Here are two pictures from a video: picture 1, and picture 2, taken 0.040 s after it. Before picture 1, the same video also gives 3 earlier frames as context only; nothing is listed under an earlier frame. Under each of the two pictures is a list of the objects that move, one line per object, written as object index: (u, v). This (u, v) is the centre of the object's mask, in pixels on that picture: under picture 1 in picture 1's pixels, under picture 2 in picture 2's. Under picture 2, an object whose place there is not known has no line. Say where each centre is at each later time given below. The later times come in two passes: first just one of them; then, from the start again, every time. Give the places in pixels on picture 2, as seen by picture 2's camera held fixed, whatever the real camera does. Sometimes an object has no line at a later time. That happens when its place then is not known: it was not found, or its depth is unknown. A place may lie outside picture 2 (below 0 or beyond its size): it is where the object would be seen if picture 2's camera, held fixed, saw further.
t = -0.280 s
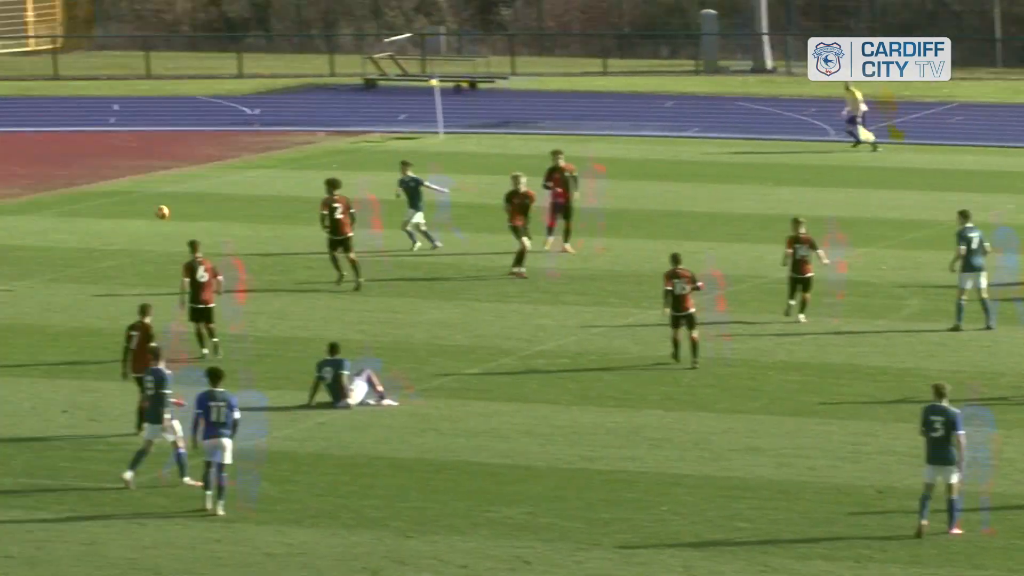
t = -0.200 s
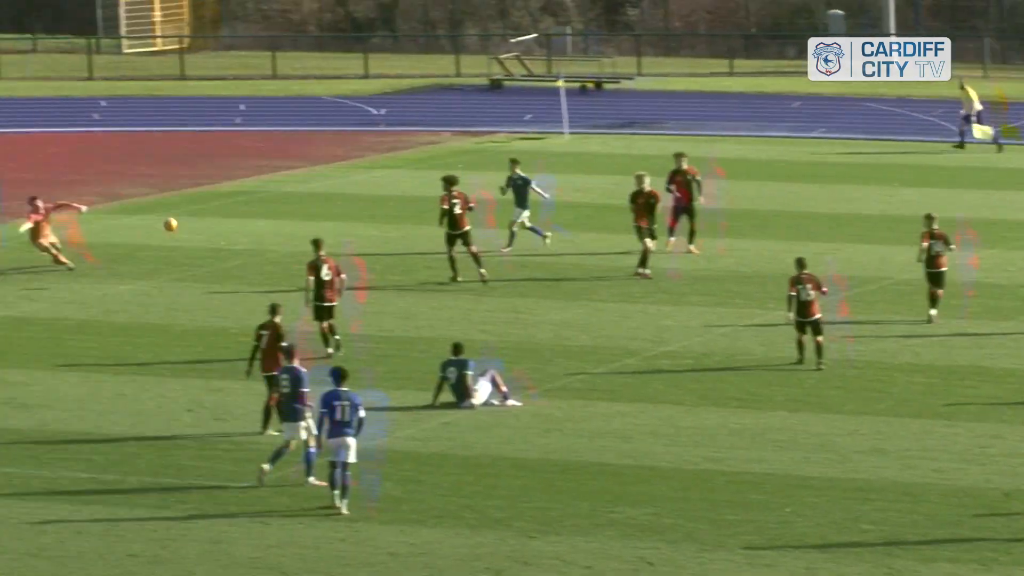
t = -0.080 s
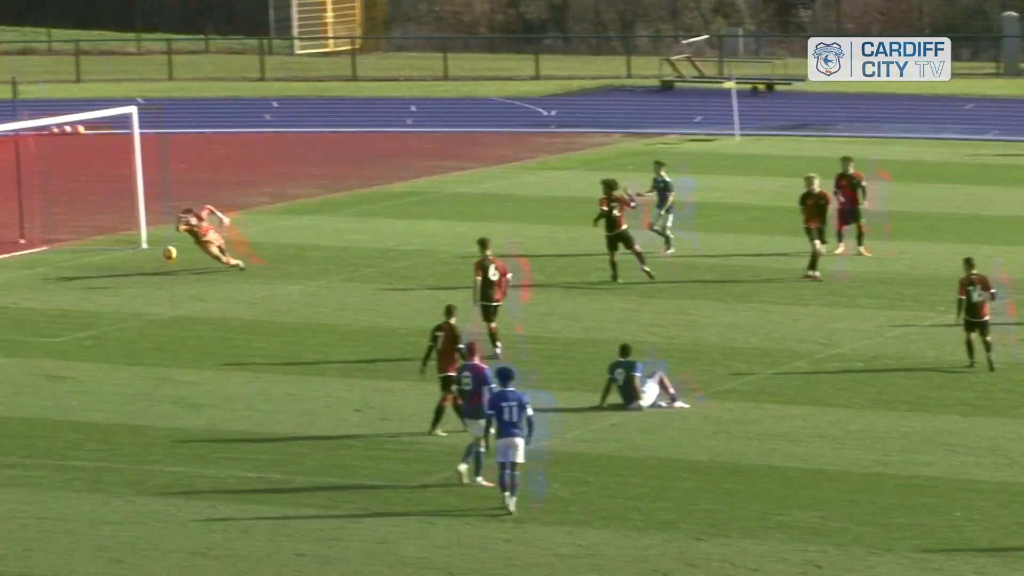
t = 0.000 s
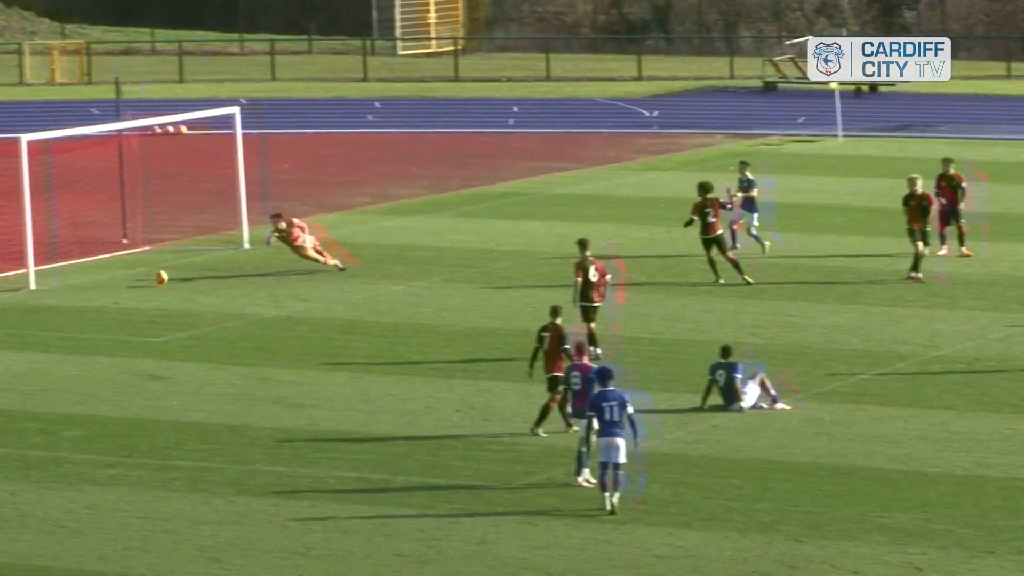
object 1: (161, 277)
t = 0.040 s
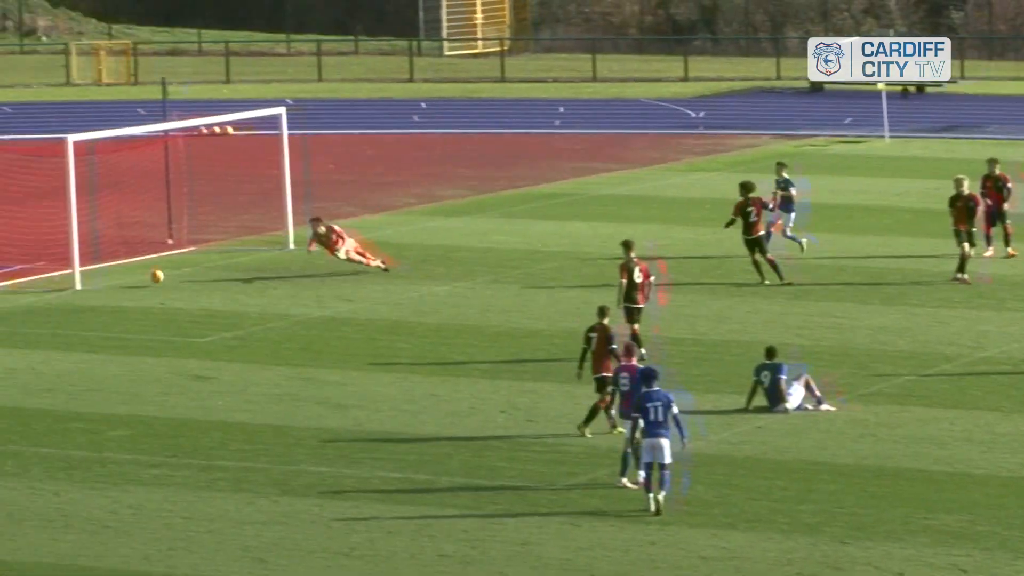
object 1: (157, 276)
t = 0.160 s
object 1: (12, 253)
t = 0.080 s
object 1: (108, 267)
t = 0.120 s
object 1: (60, 258)
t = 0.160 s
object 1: (12, 253)
